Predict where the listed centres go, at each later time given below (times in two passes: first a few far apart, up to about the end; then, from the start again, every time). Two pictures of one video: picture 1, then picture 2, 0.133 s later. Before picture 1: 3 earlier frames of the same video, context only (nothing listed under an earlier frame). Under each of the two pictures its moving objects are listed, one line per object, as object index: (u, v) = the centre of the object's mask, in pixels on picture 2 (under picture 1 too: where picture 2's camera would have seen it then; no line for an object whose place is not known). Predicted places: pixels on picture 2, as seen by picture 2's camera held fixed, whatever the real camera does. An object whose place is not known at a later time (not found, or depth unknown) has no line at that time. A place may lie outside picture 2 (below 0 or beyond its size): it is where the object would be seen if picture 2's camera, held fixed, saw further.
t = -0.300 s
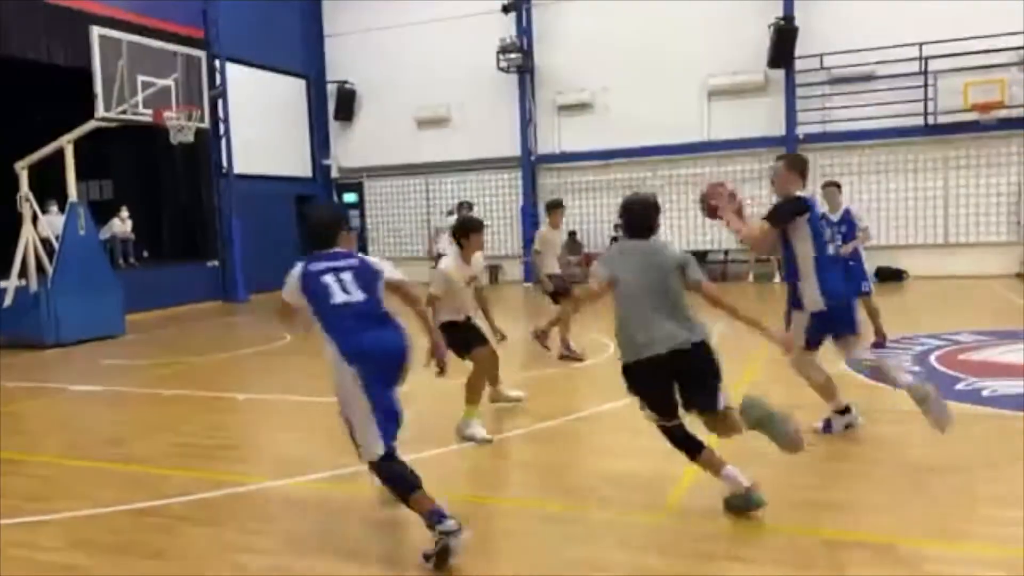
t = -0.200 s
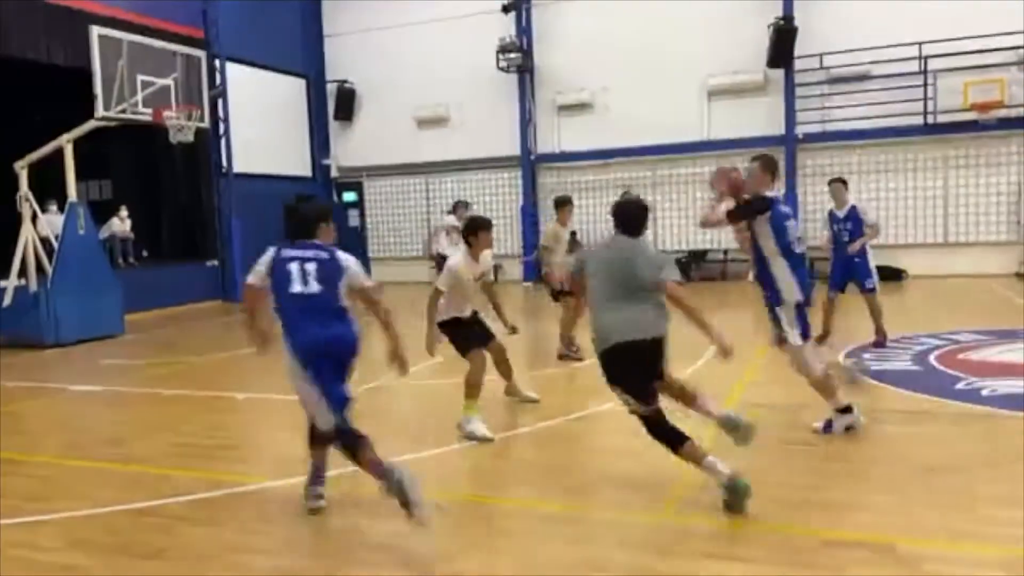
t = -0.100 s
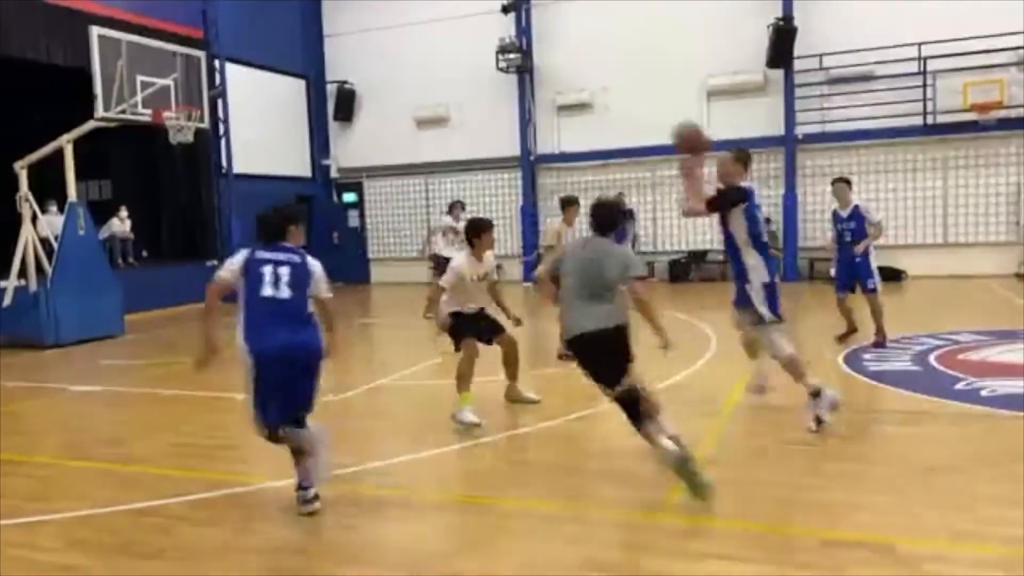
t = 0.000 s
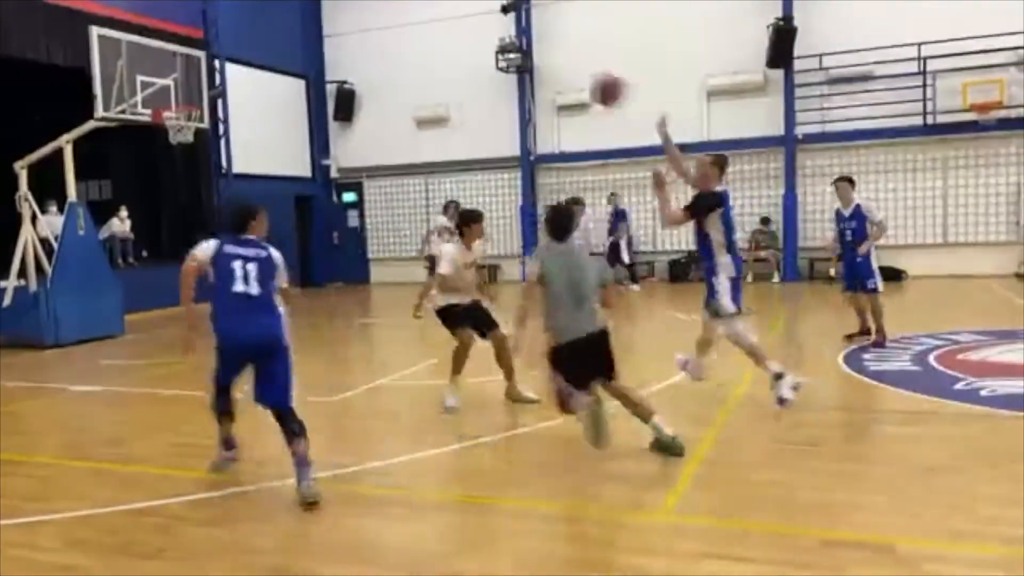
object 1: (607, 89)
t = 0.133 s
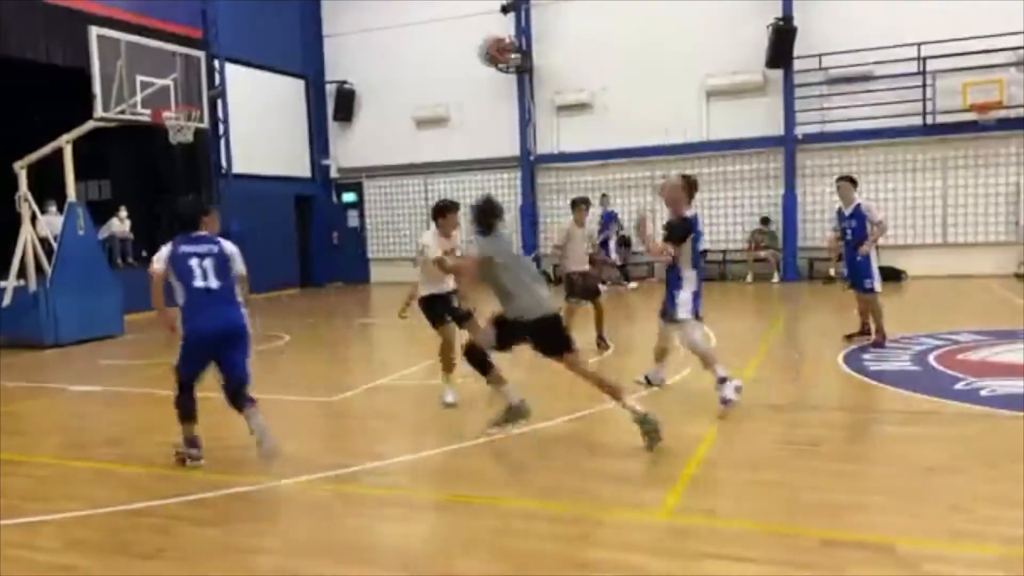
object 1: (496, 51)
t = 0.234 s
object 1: (420, 40)
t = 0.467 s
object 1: (259, 57)
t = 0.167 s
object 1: (469, 46)
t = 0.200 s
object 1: (444, 42)
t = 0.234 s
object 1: (420, 40)
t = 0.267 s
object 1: (394, 39)
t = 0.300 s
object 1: (371, 39)
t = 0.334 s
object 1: (348, 40)
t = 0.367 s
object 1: (324, 42)
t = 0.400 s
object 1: (304, 44)
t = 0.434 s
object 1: (281, 50)
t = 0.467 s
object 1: (259, 57)
